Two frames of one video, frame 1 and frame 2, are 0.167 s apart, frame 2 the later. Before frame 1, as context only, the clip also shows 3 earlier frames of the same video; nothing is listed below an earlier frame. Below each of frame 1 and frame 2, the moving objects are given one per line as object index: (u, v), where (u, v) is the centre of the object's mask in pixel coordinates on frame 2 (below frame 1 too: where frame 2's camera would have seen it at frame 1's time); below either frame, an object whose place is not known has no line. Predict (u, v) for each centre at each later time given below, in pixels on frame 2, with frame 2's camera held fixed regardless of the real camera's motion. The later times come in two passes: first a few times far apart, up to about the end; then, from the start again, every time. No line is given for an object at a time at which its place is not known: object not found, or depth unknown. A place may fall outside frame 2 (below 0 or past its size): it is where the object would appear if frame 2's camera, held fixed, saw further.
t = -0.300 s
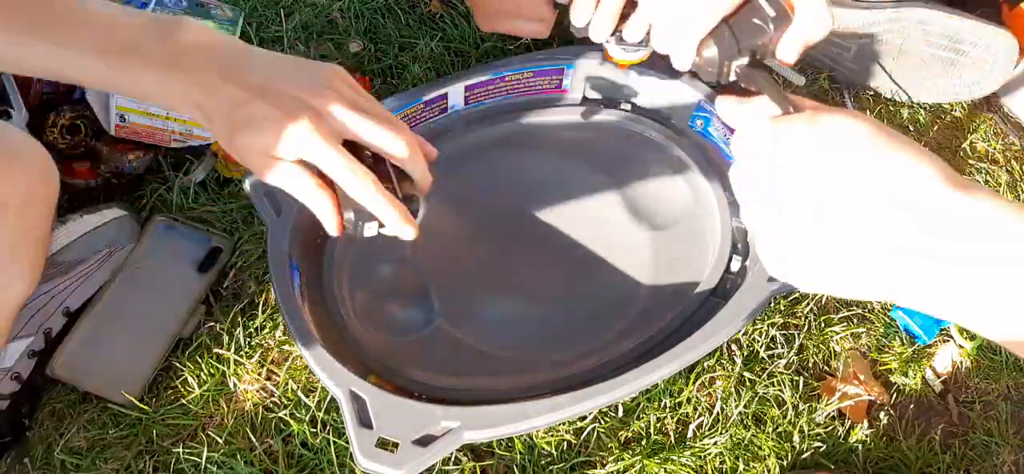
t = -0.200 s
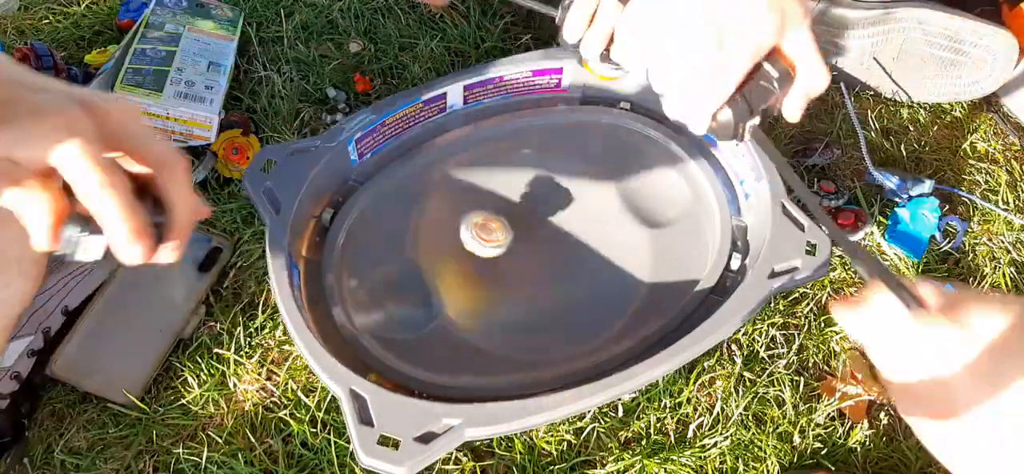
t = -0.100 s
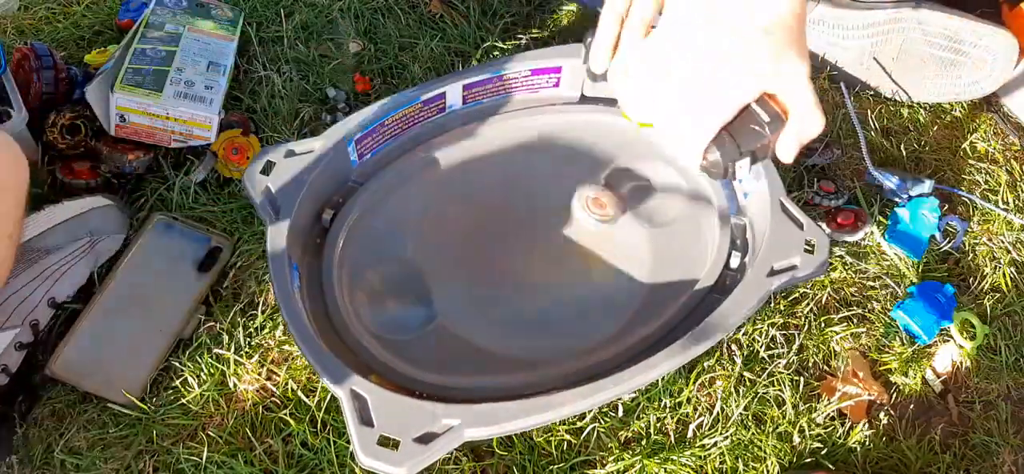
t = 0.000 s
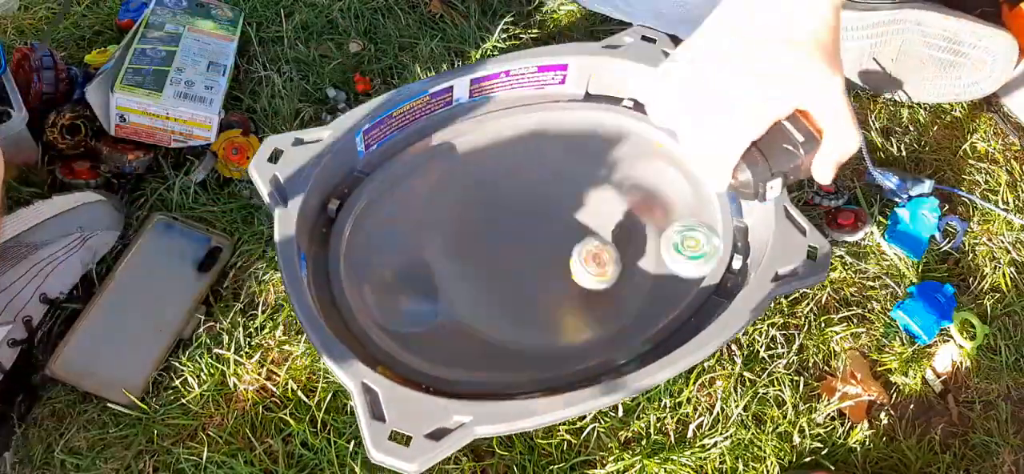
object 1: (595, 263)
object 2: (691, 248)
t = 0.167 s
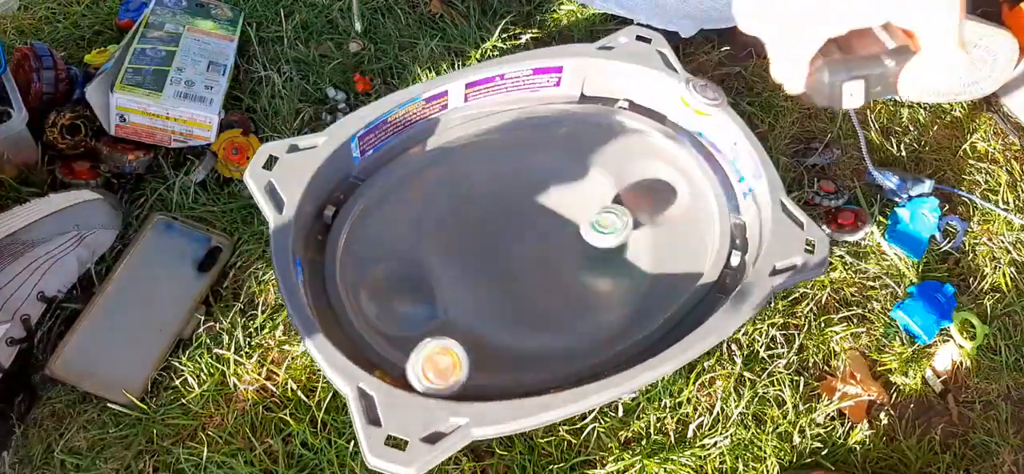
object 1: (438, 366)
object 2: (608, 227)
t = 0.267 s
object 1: (392, 325)
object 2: (532, 190)
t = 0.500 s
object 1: (366, 315)
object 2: (479, 157)
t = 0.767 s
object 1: (652, 225)
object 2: (717, 230)
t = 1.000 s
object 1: (620, 121)
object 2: (535, 351)
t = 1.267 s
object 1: (482, 129)
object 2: (430, 318)
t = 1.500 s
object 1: (411, 177)
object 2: (382, 252)
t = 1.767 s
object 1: (466, 254)
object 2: (406, 313)
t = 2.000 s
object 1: (640, 189)
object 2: (458, 294)
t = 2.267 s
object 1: (653, 190)
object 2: (553, 227)
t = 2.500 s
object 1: (645, 198)
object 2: (507, 208)
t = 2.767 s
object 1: (633, 275)
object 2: (474, 272)
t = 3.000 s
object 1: (499, 264)
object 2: (447, 355)
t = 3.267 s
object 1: (456, 218)
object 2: (486, 298)
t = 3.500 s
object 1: (424, 183)
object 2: (624, 297)
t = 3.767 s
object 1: (396, 226)
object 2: (601, 221)
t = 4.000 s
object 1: (394, 295)
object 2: (511, 212)
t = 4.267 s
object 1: (400, 261)
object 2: (515, 260)
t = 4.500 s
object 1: (394, 271)
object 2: (545, 258)
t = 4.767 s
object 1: (420, 269)
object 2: (509, 241)
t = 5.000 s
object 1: (405, 269)
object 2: (512, 250)
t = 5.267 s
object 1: (464, 264)
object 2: (524, 243)
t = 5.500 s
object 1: (451, 305)
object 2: (608, 168)
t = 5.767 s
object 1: (532, 257)
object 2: (532, 203)
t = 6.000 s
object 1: (494, 368)
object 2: (542, 103)
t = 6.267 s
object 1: (402, 362)
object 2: (554, 225)
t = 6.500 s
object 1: (342, 320)
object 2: (591, 324)
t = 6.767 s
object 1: (324, 214)
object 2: (538, 241)
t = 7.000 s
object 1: (402, 144)
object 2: (370, 289)
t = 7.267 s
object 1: (500, 99)
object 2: (399, 278)
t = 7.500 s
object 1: (583, 121)
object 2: (398, 277)
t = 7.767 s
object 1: (529, 232)
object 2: (404, 285)
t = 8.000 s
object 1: (442, 297)
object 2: (394, 258)
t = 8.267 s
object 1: (386, 344)
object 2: (403, 262)
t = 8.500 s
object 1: (410, 330)
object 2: (397, 272)
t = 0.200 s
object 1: (418, 354)
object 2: (585, 212)
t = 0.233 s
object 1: (402, 343)
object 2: (557, 199)
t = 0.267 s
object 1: (392, 325)
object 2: (532, 190)
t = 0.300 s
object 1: (383, 306)
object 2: (506, 184)
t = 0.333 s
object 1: (379, 290)
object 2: (483, 181)
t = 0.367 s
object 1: (381, 272)
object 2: (462, 182)
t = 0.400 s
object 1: (388, 257)
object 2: (445, 187)
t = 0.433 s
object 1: (398, 247)
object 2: (432, 196)
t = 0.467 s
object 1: (388, 263)
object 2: (435, 195)
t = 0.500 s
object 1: (366, 315)
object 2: (479, 157)
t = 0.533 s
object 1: (415, 331)
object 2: (522, 120)
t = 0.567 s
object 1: (467, 350)
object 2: (562, 92)
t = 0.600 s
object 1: (515, 349)
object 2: (613, 92)
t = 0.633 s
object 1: (557, 327)
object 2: (654, 103)
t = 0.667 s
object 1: (593, 307)
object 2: (689, 121)
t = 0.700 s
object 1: (622, 282)
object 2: (711, 157)
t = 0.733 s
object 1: (640, 255)
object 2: (719, 195)
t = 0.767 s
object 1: (652, 225)
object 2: (717, 230)
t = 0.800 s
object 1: (659, 201)
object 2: (702, 264)
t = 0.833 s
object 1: (664, 181)
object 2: (674, 289)
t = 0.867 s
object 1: (667, 155)
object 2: (644, 307)
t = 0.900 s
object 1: (665, 135)
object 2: (615, 323)
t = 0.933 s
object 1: (657, 120)
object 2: (587, 336)
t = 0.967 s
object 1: (638, 122)
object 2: (560, 345)
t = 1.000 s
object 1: (620, 121)
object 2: (535, 351)
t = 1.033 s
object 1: (601, 121)
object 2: (512, 354)
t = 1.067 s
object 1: (583, 120)
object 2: (491, 354)
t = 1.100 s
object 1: (565, 121)
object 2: (474, 351)
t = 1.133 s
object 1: (547, 121)
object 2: (460, 346)
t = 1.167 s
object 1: (529, 122)
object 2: (449, 340)
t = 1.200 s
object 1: (513, 123)
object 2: (442, 333)
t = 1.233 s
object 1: (497, 126)
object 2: (435, 325)
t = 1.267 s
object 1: (482, 129)
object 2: (430, 318)
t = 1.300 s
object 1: (468, 133)
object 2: (426, 310)
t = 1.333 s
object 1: (455, 138)
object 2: (422, 303)
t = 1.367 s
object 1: (444, 144)
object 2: (416, 292)
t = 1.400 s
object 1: (434, 151)
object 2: (408, 279)
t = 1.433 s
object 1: (424, 160)
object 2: (399, 266)
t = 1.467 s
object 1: (417, 168)
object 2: (390, 256)
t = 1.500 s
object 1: (411, 177)
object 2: (382, 252)
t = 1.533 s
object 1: (406, 185)
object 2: (375, 253)
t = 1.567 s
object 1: (404, 194)
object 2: (369, 260)
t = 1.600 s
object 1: (404, 202)
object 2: (366, 271)
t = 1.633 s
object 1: (405, 213)
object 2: (370, 284)
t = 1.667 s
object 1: (409, 224)
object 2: (380, 295)
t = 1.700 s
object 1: (418, 238)
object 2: (394, 302)
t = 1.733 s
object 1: (434, 252)
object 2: (410, 302)
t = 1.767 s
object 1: (466, 254)
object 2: (406, 313)
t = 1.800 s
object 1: (504, 246)
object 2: (393, 328)
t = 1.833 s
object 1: (540, 237)
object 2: (382, 342)
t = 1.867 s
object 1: (571, 226)
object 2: (398, 329)
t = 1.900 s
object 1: (595, 211)
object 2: (414, 318)
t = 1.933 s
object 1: (619, 198)
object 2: (428, 307)
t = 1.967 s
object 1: (631, 193)
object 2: (443, 299)
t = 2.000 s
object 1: (640, 189)
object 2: (458, 294)
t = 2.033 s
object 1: (652, 183)
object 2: (476, 288)
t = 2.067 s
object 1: (663, 175)
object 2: (494, 280)
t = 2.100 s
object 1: (673, 165)
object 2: (512, 270)
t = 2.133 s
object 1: (670, 160)
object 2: (527, 261)
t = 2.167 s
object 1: (664, 158)
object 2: (538, 251)
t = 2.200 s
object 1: (657, 158)
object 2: (546, 242)
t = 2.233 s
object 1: (654, 172)
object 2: (551, 234)
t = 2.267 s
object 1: (653, 190)
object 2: (553, 227)
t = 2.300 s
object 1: (649, 202)
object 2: (552, 220)
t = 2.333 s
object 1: (647, 208)
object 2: (548, 216)
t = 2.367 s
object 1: (645, 212)
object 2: (543, 212)
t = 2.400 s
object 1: (644, 211)
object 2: (535, 209)
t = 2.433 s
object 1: (643, 209)
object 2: (526, 207)
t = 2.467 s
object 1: (643, 205)
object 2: (516, 207)
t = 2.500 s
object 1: (645, 198)
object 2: (507, 208)
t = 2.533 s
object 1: (647, 194)
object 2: (498, 212)
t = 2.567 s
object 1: (655, 192)
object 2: (491, 217)
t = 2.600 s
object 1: (678, 213)
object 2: (485, 224)
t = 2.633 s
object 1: (696, 237)
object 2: (483, 230)
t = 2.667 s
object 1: (689, 247)
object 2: (482, 236)
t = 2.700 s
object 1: (668, 258)
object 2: (485, 241)
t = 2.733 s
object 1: (649, 270)
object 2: (488, 247)
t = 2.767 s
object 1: (633, 275)
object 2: (474, 272)
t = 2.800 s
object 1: (616, 282)
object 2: (463, 294)
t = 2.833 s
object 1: (597, 286)
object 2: (459, 310)
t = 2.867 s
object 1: (577, 287)
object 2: (457, 327)
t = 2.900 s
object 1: (557, 286)
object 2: (455, 341)
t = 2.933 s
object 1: (535, 281)
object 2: (452, 349)
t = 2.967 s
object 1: (517, 273)
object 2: (449, 354)
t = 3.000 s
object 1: (499, 264)
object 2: (447, 355)
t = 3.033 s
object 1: (484, 257)
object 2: (446, 353)
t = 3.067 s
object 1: (473, 245)
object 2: (448, 346)
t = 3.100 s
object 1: (463, 238)
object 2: (452, 337)
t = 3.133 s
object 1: (456, 230)
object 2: (457, 329)
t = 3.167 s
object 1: (452, 223)
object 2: (462, 321)
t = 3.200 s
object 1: (451, 219)
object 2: (467, 313)
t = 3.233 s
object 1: (452, 218)
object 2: (474, 306)
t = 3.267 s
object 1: (456, 218)
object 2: (486, 298)
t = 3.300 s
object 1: (462, 220)
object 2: (500, 287)
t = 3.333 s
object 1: (471, 223)
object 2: (513, 275)
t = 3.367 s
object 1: (479, 230)
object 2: (527, 263)
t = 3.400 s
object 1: (487, 235)
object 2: (539, 251)
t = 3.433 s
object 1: (474, 226)
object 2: (560, 267)
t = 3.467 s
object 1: (446, 205)
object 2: (595, 287)
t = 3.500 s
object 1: (424, 183)
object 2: (624, 297)
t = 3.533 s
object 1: (404, 167)
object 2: (648, 306)
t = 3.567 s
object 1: (392, 156)
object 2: (649, 289)
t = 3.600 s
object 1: (384, 157)
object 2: (647, 273)
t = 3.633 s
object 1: (387, 177)
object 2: (641, 264)
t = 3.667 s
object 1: (392, 196)
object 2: (636, 253)
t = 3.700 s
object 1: (395, 207)
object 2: (626, 240)
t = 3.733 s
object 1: (396, 219)
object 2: (615, 230)
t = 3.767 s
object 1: (396, 226)
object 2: (601, 221)
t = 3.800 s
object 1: (397, 241)
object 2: (586, 213)
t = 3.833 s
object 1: (395, 256)
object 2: (571, 206)
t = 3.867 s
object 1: (393, 271)
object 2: (557, 203)
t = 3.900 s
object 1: (391, 279)
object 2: (544, 201)
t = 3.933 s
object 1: (391, 288)
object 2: (531, 203)
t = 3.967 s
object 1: (391, 293)
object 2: (520, 206)
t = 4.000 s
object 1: (394, 295)
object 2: (511, 212)
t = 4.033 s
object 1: (397, 295)
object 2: (504, 219)
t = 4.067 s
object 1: (402, 291)
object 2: (500, 226)
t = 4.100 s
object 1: (407, 287)
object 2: (499, 235)
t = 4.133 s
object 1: (409, 281)
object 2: (499, 240)
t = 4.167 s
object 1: (410, 275)
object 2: (500, 248)
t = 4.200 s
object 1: (407, 269)
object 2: (504, 253)
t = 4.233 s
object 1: (404, 264)
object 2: (508, 257)
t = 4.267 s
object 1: (400, 261)
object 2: (515, 260)
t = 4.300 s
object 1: (395, 260)
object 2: (521, 262)
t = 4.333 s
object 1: (392, 259)
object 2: (528, 264)
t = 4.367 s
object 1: (390, 260)
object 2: (535, 264)
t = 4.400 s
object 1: (388, 262)
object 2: (541, 263)
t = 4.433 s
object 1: (389, 264)
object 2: (545, 262)
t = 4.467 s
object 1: (391, 268)
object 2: (546, 261)
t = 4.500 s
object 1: (394, 271)
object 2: (545, 258)
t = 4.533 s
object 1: (400, 274)
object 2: (542, 255)
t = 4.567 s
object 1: (405, 278)
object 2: (538, 251)
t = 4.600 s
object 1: (410, 279)
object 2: (532, 247)
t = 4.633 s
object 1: (415, 279)
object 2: (527, 243)
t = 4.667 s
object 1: (418, 278)
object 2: (522, 241)
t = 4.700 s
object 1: (419, 276)
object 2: (517, 239)
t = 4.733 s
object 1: (420, 272)
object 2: (513, 240)
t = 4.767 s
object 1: (420, 269)
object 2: (509, 241)
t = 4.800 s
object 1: (419, 266)
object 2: (507, 244)
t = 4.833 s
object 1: (417, 264)
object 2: (506, 245)
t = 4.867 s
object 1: (414, 261)
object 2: (506, 247)
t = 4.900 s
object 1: (412, 262)
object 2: (507, 248)
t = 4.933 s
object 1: (410, 263)
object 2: (507, 250)
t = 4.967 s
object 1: (408, 266)
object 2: (510, 250)
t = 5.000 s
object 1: (405, 269)
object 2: (512, 250)
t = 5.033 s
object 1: (405, 272)
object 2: (515, 249)
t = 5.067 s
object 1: (405, 274)
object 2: (518, 249)
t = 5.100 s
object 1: (405, 275)
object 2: (520, 247)
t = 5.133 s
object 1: (407, 275)
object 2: (522, 246)
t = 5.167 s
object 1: (411, 276)
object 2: (522, 244)
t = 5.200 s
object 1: (426, 269)
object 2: (523, 242)
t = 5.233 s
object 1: (445, 264)
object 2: (524, 242)
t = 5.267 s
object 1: (464, 264)
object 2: (524, 243)
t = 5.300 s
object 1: (482, 270)
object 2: (523, 243)
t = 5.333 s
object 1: (476, 271)
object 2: (541, 231)
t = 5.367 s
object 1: (463, 280)
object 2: (564, 215)
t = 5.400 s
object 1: (451, 293)
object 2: (582, 200)
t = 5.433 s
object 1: (447, 299)
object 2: (597, 184)
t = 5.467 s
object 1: (448, 301)
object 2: (605, 173)
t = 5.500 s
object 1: (451, 305)
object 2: (608, 168)
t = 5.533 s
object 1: (460, 306)
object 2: (606, 164)
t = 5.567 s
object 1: (472, 304)
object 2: (600, 163)
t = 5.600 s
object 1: (486, 302)
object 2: (593, 167)
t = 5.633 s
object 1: (499, 295)
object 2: (583, 174)
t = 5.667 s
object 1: (508, 288)
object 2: (571, 181)
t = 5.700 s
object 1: (517, 278)
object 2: (559, 188)
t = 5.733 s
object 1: (525, 268)
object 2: (545, 197)
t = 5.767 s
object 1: (532, 257)
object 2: (532, 203)
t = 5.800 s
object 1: (537, 270)
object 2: (522, 195)
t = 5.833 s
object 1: (541, 313)
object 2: (517, 144)
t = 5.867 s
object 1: (542, 346)
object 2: (515, 103)
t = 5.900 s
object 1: (532, 350)
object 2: (523, 92)
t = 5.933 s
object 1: (521, 359)
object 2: (530, 89)
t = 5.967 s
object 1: (508, 364)
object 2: (536, 91)
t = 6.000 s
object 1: (494, 368)
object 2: (542, 103)
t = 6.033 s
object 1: (481, 369)
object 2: (549, 117)
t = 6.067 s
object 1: (467, 369)
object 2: (556, 128)
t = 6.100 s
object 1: (454, 373)
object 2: (561, 137)
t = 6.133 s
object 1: (441, 373)
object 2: (566, 150)
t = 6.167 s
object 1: (428, 370)
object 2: (567, 165)
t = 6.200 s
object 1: (417, 366)
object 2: (564, 188)
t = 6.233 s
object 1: (410, 363)
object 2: (560, 206)
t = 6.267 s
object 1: (402, 362)
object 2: (554, 225)
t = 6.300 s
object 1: (393, 361)
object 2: (550, 239)
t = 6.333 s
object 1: (384, 356)
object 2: (559, 267)
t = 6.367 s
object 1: (375, 351)
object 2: (572, 292)
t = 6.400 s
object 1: (365, 345)
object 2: (585, 311)
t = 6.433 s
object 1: (355, 337)
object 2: (592, 322)
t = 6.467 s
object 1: (349, 328)
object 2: (592, 325)
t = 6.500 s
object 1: (342, 320)
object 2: (591, 324)
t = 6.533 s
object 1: (333, 307)
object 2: (586, 321)
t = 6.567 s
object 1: (333, 296)
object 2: (580, 319)
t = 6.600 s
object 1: (324, 284)
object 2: (576, 312)
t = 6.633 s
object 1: (321, 273)
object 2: (570, 305)
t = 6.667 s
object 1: (317, 260)
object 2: (563, 289)
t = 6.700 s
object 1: (317, 245)
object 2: (554, 274)
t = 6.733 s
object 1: (321, 230)
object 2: (546, 256)
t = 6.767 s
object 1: (324, 214)
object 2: (538, 241)
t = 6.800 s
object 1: (330, 201)
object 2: (531, 227)
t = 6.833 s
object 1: (338, 191)
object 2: (496, 240)
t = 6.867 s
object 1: (347, 180)
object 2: (463, 253)
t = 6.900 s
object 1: (357, 168)
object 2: (435, 261)
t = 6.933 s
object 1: (371, 160)
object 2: (411, 268)
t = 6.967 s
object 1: (387, 152)
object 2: (390, 278)
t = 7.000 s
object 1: (402, 144)
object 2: (370, 289)
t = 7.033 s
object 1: (415, 135)
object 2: (365, 291)
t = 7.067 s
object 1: (428, 128)
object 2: (368, 292)
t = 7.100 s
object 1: (441, 122)
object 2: (376, 292)
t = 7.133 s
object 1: (453, 115)
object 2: (383, 290)
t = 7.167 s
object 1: (465, 111)
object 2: (389, 287)
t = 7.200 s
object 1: (476, 106)
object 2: (394, 284)
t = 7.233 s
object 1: (488, 102)
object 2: (397, 281)
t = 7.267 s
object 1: (500, 99)
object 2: (399, 278)
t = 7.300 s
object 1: (513, 97)
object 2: (400, 276)
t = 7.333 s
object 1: (524, 94)
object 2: (400, 276)
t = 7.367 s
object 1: (537, 95)
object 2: (400, 276)
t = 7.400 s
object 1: (550, 95)
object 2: (399, 276)
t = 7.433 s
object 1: (564, 95)
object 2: (399, 276)
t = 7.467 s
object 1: (573, 106)
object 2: (398, 277)
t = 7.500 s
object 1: (583, 121)
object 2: (398, 277)
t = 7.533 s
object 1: (589, 133)
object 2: (398, 279)
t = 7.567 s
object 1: (594, 146)
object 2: (399, 278)
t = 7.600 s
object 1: (599, 158)
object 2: (400, 279)
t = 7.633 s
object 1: (591, 169)
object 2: (401, 280)
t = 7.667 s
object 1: (576, 188)
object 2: (403, 282)
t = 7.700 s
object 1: (560, 206)
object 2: (406, 282)
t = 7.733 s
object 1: (544, 221)
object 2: (406, 284)
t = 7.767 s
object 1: (529, 232)
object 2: (404, 285)
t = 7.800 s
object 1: (514, 241)
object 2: (403, 285)
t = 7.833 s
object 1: (496, 252)
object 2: (403, 283)
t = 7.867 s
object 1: (482, 259)
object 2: (402, 280)
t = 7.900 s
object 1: (467, 270)
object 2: (399, 279)
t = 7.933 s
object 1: (458, 276)
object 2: (397, 277)
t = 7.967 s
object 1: (449, 284)
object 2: (395, 273)
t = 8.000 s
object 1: (442, 297)
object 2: (394, 258)
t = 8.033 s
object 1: (434, 310)
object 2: (394, 249)
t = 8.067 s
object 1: (422, 321)
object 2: (396, 241)
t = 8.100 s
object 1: (408, 334)
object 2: (397, 238)
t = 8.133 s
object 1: (395, 342)
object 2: (400, 239)
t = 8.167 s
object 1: (383, 348)
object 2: (400, 243)
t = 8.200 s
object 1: (382, 347)
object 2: (400, 249)
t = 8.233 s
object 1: (385, 349)
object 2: (401, 255)
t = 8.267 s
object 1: (386, 344)
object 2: (403, 262)
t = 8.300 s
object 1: (387, 339)
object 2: (403, 268)
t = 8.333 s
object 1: (390, 338)
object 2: (403, 273)
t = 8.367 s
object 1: (391, 336)
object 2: (403, 275)
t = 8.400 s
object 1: (393, 334)
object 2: (401, 276)
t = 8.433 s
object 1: (395, 335)
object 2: (399, 275)
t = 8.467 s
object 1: (401, 333)
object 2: (397, 273)
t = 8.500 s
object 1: (410, 330)
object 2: (397, 272)
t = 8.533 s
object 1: (416, 327)
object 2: (398, 271)
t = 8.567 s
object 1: (421, 321)
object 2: (396, 270)
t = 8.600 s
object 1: (428, 310)
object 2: (395, 270)
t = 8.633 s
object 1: (434, 300)
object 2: (394, 271)
